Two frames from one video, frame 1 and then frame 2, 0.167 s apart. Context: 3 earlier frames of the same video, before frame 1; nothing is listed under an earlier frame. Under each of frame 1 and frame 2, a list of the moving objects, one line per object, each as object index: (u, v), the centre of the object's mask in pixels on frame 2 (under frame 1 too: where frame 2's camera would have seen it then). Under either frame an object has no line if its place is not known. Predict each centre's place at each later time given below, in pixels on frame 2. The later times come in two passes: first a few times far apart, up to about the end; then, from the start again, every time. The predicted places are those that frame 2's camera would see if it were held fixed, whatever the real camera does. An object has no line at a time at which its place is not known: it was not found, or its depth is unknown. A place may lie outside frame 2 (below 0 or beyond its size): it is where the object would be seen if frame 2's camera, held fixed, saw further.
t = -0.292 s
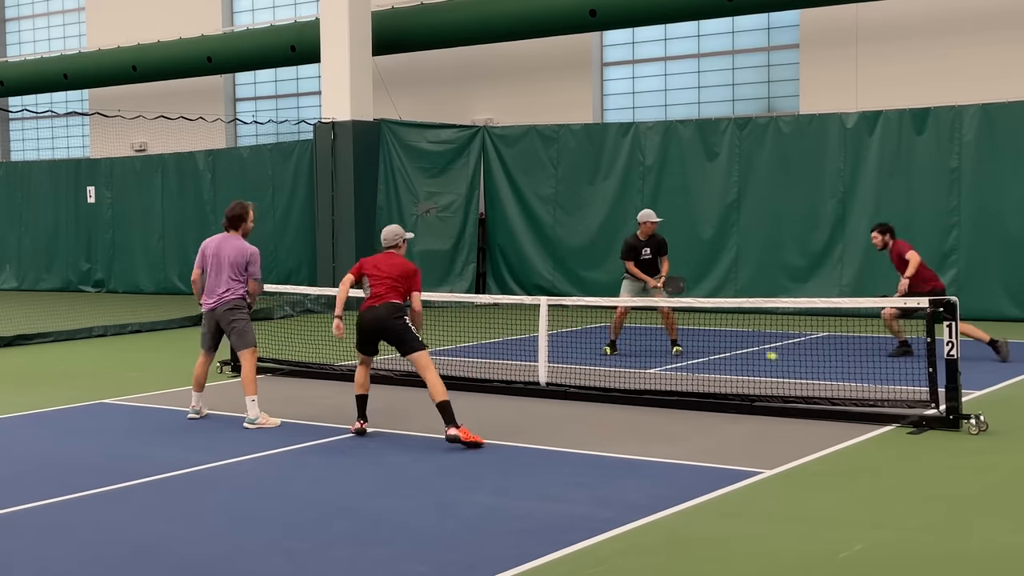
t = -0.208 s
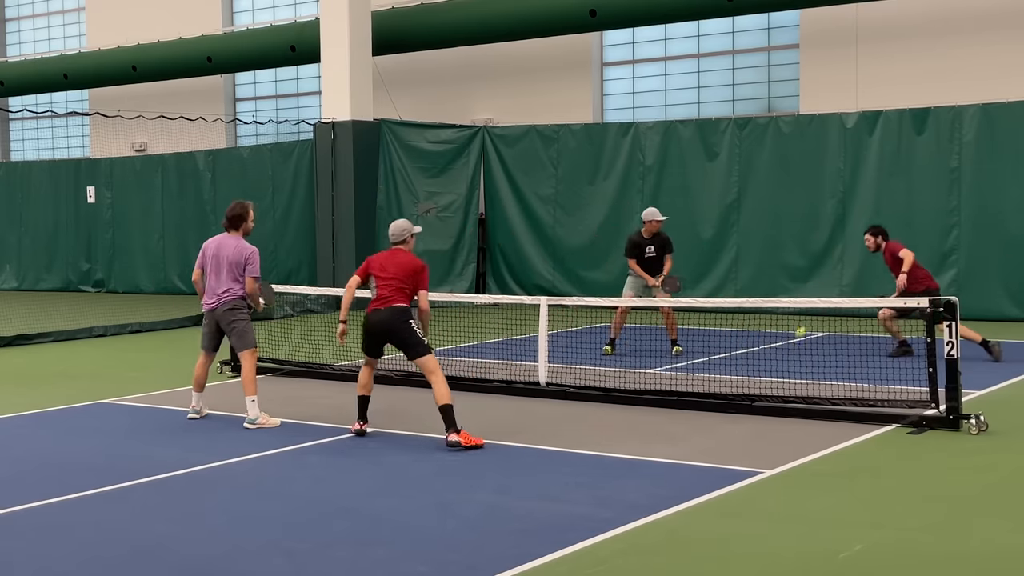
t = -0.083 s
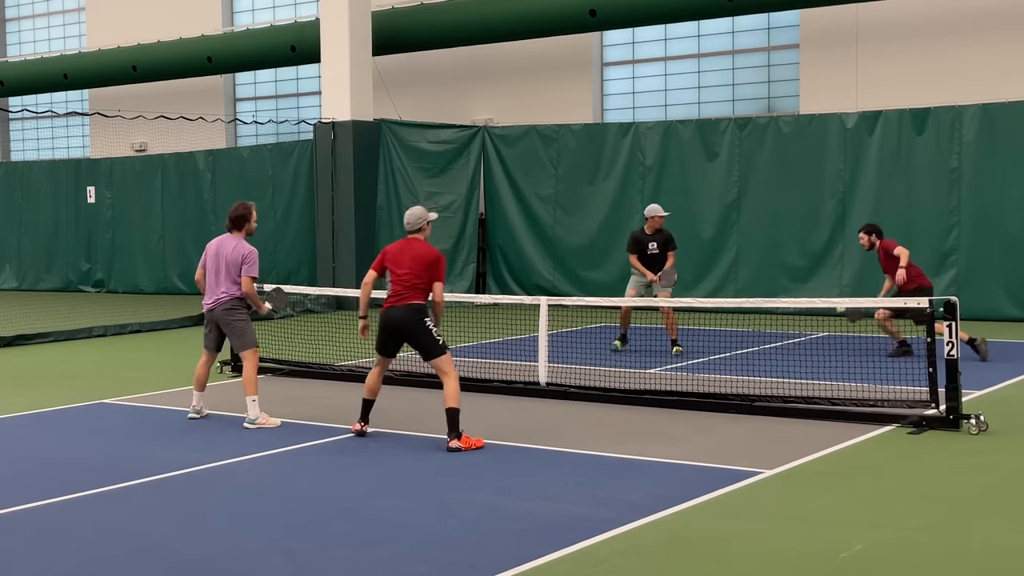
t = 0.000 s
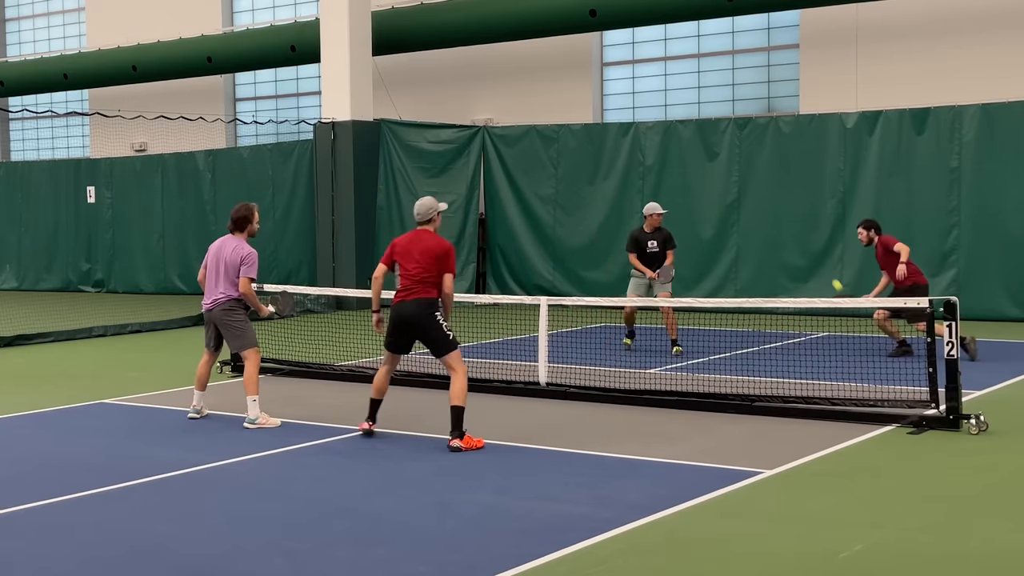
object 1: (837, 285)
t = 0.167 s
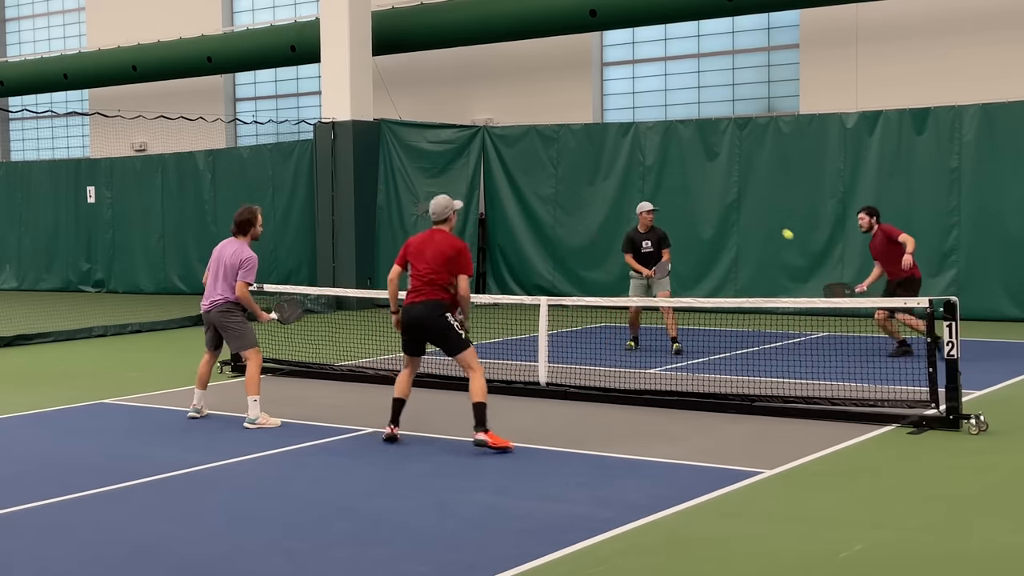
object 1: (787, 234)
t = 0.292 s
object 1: (748, 211)
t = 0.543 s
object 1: (664, 211)
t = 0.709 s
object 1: (600, 251)
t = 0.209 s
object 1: (774, 225)
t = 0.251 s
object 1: (761, 217)
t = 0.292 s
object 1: (748, 211)
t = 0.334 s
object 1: (735, 206)
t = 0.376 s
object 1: (721, 204)
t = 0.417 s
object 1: (707, 203)
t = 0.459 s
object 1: (692, 204)
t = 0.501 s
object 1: (678, 206)
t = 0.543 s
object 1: (664, 211)
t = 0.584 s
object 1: (647, 219)
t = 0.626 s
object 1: (632, 227)
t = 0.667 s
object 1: (617, 238)
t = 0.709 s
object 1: (600, 251)
